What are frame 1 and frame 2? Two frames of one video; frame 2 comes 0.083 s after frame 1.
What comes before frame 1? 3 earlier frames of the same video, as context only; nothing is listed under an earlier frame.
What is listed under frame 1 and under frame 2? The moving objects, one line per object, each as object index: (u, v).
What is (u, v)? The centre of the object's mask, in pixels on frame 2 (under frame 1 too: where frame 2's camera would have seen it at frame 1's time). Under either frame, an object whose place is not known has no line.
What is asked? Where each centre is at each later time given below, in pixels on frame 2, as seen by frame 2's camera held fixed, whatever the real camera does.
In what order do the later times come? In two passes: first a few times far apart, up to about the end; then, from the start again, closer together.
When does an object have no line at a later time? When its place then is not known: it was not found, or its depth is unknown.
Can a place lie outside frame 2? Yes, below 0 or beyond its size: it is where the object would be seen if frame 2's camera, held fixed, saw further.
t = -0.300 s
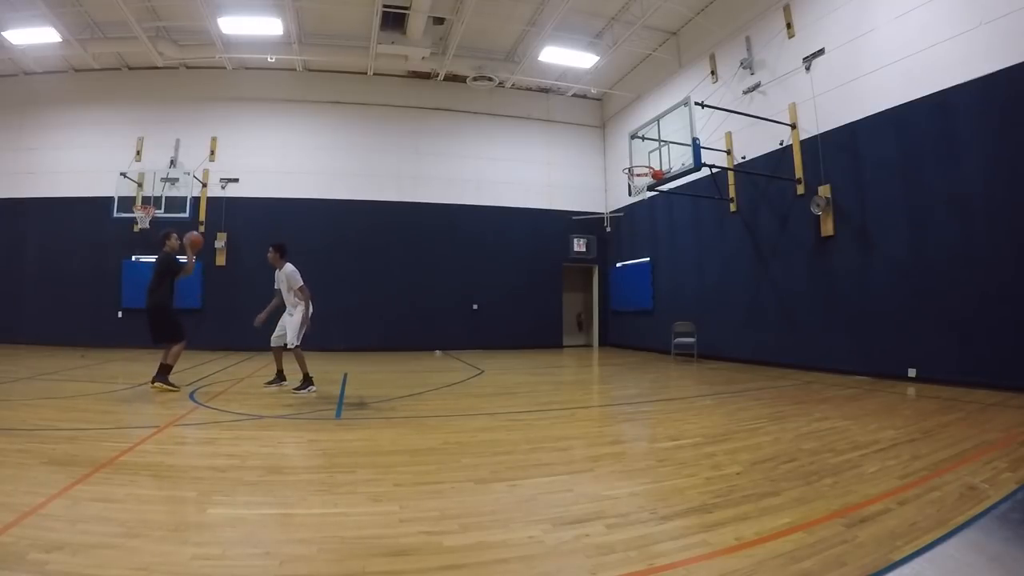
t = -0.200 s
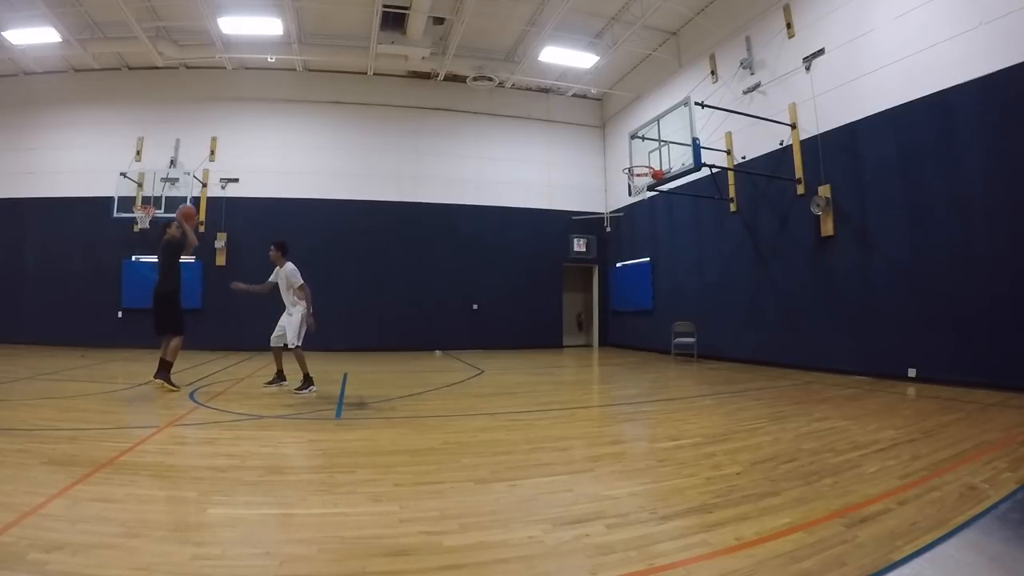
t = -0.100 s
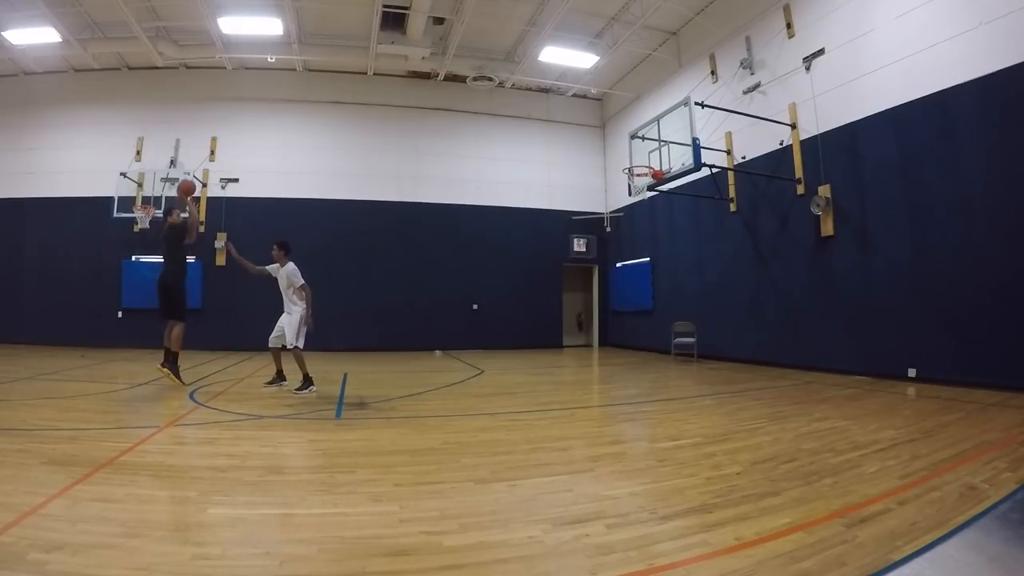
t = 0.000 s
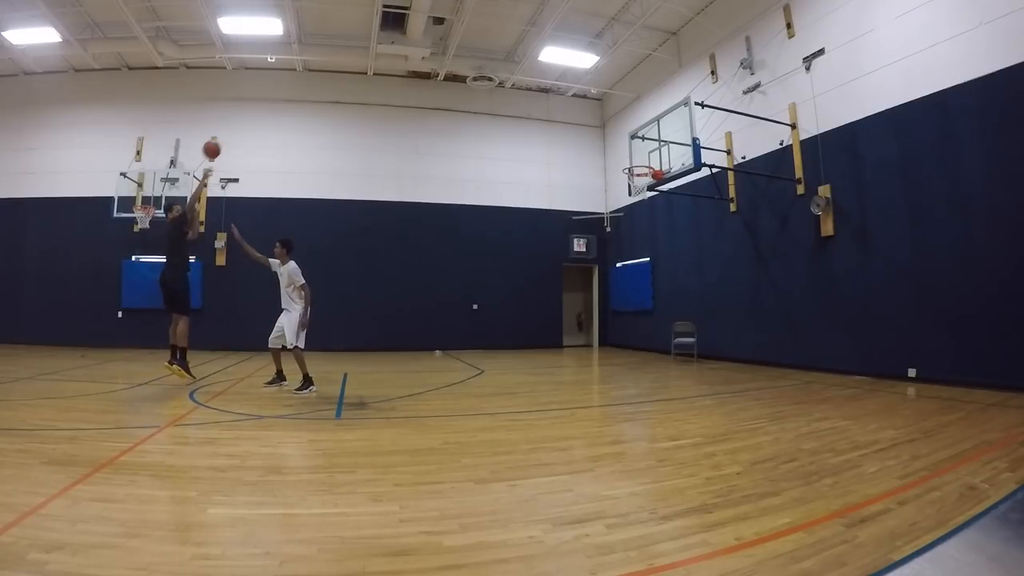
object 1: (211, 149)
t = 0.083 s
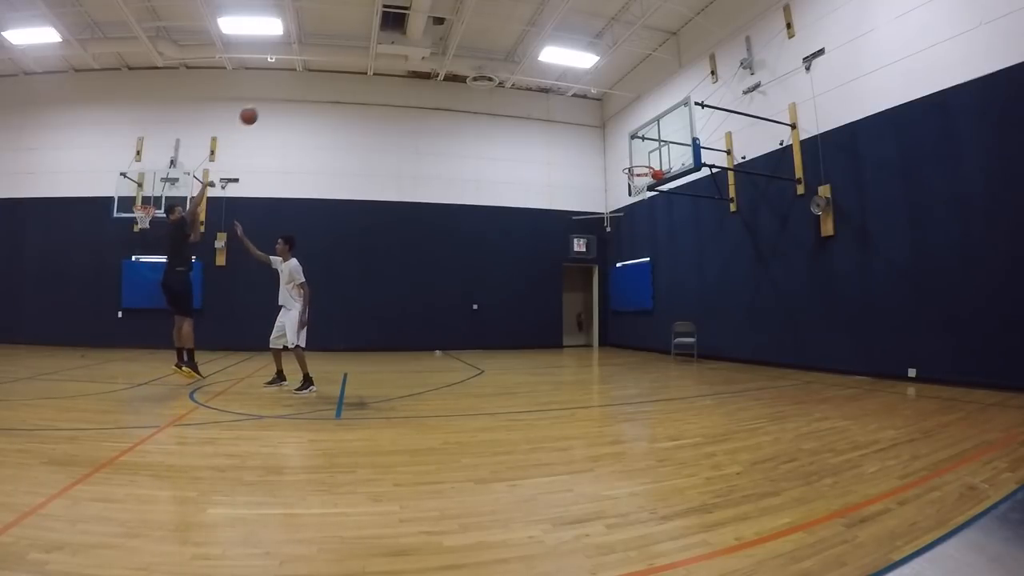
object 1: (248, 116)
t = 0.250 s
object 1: (320, 68)
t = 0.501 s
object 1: (417, 40)
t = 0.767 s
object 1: (509, 57)
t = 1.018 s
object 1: (588, 113)
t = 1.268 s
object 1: (647, 188)
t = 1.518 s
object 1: (658, 227)
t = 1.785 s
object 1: (671, 317)
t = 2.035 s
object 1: (674, 330)
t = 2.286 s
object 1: (671, 281)
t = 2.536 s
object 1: (667, 274)
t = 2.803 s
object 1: (663, 320)
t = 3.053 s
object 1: (659, 362)
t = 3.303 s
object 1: (655, 323)
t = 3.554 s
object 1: (651, 334)
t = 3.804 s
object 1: (647, 385)
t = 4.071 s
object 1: (641, 351)
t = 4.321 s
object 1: (635, 381)
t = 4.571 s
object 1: (629, 376)
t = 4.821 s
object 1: (624, 396)
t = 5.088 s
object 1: (617, 392)
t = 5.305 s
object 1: (611, 409)
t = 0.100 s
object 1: (256, 109)
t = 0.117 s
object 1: (263, 104)
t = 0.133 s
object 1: (270, 98)
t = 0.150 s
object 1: (277, 93)
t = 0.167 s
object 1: (284, 89)
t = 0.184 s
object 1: (291, 84)
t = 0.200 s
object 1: (299, 80)
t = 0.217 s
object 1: (306, 76)
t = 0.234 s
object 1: (313, 72)
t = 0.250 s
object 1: (320, 68)
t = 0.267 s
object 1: (326, 64)
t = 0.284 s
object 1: (333, 61)
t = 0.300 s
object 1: (340, 59)
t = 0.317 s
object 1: (347, 56)
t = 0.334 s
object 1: (353, 54)
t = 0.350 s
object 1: (360, 51)
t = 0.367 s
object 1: (367, 49)
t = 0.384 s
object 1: (373, 47)
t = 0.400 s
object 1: (379, 46)
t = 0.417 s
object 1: (386, 45)
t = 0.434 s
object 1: (392, 43)
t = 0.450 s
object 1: (399, 42)
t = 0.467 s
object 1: (405, 41)
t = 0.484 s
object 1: (411, 40)
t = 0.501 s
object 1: (417, 40)
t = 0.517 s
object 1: (423, 39)
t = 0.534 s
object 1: (429, 39)
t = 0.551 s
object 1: (435, 40)
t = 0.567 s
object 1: (441, 40)
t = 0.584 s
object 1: (446, 40)
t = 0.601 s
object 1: (453, 41)
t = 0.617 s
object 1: (459, 42)
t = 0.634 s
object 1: (464, 43)
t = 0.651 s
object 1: (470, 44)
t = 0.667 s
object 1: (476, 45)
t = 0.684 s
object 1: (482, 47)
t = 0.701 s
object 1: (487, 48)
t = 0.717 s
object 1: (493, 50)
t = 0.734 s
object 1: (498, 52)
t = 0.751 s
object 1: (504, 55)
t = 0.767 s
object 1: (509, 57)
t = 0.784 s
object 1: (515, 60)
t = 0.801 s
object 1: (520, 62)
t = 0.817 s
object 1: (526, 65)
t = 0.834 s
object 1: (531, 69)
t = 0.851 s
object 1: (537, 71)
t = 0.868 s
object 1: (542, 75)
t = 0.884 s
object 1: (547, 79)
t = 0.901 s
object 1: (552, 83)
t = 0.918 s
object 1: (558, 86)
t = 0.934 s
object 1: (562, 90)
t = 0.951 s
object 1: (567, 95)
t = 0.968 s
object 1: (572, 100)
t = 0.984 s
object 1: (578, 103)
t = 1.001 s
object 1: (583, 108)
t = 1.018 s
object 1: (588, 113)
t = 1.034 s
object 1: (592, 119)
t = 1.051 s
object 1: (597, 124)
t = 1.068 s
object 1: (602, 129)
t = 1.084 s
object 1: (608, 134)
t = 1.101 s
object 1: (612, 140)
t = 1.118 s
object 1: (617, 146)
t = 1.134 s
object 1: (622, 153)
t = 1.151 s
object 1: (627, 159)
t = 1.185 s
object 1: (636, 171)
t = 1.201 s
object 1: (640, 176)
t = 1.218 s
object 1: (642, 180)
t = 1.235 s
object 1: (645, 185)
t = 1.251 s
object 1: (647, 186)
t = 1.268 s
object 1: (647, 188)
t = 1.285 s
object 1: (648, 189)
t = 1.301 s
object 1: (648, 190)
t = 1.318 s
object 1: (649, 191)
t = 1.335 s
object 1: (649, 193)
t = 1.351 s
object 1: (651, 196)
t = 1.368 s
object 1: (652, 199)
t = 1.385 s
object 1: (652, 201)
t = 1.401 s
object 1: (653, 203)
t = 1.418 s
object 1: (653, 206)
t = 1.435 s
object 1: (654, 209)
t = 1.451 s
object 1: (655, 213)
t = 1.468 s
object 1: (656, 216)
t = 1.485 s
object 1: (656, 220)
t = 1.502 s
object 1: (657, 223)
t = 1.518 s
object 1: (658, 227)
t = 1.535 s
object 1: (659, 231)
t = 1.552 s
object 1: (660, 236)
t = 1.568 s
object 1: (660, 240)
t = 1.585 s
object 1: (661, 245)
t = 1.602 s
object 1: (662, 250)
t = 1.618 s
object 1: (663, 255)
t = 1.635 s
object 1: (664, 260)
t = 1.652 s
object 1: (665, 266)
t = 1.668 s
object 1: (665, 272)
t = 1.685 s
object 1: (666, 278)
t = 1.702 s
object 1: (667, 284)
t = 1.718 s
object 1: (668, 290)
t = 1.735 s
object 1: (669, 296)
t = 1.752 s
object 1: (670, 303)
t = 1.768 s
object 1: (671, 310)
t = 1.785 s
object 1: (671, 317)
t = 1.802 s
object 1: (672, 324)
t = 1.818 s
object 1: (672, 332)
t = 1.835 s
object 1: (673, 340)
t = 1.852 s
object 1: (674, 347)
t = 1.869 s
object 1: (675, 354)
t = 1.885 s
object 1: (676, 364)
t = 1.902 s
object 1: (677, 370)
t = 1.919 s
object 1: (677, 366)
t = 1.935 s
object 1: (676, 361)
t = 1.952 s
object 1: (676, 354)
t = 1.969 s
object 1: (676, 349)
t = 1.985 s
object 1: (676, 345)
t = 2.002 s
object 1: (675, 341)
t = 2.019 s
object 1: (675, 335)
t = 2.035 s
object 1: (674, 330)
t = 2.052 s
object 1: (674, 326)
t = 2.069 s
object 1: (674, 322)
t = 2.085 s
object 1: (674, 317)
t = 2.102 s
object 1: (674, 313)
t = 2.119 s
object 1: (674, 310)
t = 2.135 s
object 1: (673, 305)
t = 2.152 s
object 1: (673, 302)
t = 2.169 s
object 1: (673, 299)
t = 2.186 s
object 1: (673, 296)
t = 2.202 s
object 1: (672, 293)
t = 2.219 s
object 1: (672, 290)
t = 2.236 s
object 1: (672, 288)
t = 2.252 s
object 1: (671, 285)
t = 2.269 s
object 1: (671, 283)
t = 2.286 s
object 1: (671, 281)
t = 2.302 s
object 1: (671, 279)
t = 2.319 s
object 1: (670, 277)
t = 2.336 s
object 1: (670, 276)
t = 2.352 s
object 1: (670, 275)
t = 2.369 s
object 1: (669, 273)
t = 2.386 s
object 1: (669, 273)
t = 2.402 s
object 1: (669, 272)
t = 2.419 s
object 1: (669, 272)
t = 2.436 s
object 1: (668, 271)
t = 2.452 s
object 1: (668, 271)
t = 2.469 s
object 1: (668, 271)
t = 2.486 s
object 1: (668, 272)
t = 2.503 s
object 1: (667, 272)
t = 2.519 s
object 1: (667, 273)
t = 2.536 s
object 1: (667, 274)
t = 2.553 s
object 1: (667, 275)
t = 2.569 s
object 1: (667, 276)
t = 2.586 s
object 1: (666, 278)
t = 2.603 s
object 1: (666, 280)
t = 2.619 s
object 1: (666, 282)
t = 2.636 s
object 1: (665, 284)
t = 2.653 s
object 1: (665, 287)
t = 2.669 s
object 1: (665, 289)
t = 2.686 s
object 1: (665, 292)
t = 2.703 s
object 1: (664, 295)
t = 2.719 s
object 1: (664, 299)
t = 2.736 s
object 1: (664, 302)
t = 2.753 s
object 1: (664, 307)
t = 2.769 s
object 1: (664, 310)
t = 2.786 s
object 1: (663, 315)
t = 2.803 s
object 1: (663, 320)
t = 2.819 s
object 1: (663, 325)
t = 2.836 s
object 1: (662, 330)
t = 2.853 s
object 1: (662, 335)
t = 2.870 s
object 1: (662, 341)
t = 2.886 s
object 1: (662, 345)
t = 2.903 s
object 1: (661, 352)
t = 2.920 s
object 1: (661, 358)
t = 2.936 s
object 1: (661, 365)
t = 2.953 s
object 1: (661, 372)
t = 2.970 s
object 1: (660, 381)
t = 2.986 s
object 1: (660, 381)
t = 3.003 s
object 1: (660, 376)
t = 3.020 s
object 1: (659, 371)
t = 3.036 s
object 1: (659, 366)
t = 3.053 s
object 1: (659, 362)
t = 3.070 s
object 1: (658, 357)
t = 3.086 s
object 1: (659, 353)
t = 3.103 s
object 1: (658, 350)
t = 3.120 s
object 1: (657, 346)
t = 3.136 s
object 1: (658, 344)
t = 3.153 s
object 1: (657, 341)
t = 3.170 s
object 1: (657, 338)
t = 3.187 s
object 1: (657, 335)
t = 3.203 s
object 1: (657, 333)
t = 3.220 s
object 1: (656, 331)
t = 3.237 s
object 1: (657, 329)
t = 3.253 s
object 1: (656, 327)
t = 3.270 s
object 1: (656, 325)
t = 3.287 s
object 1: (656, 324)
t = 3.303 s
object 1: (655, 323)
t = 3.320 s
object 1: (655, 322)
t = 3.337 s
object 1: (655, 321)
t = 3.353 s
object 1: (654, 321)
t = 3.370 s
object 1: (654, 320)
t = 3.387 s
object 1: (654, 321)
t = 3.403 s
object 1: (654, 321)
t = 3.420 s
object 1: (653, 321)
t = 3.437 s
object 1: (653, 322)
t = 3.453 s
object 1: (653, 323)
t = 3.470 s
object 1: (652, 324)
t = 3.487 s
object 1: (652, 326)
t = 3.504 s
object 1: (652, 327)
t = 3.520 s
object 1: (652, 329)
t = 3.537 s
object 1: (652, 332)
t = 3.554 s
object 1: (651, 334)
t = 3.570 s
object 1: (651, 337)
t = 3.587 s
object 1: (651, 340)
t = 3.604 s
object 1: (650, 343)
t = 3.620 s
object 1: (650, 346)
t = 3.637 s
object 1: (650, 349)
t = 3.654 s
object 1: (650, 354)
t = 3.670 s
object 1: (650, 358)
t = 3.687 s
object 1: (649, 363)
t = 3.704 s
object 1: (649, 368)
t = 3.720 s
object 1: (649, 373)
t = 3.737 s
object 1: (648, 379)
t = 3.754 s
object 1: (648, 385)
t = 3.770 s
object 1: (648, 391)
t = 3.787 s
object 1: (647, 389)
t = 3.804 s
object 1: (647, 385)
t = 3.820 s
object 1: (646, 381)
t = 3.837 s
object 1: (646, 378)
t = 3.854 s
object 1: (646, 373)
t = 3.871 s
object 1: (645, 371)
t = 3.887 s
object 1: (645, 368)
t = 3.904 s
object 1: (645, 365)
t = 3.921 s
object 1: (645, 362)
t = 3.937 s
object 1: (644, 360)
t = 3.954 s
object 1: (644, 358)
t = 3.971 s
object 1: (643, 356)
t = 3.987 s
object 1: (643, 355)
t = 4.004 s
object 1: (643, 354)
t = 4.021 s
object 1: (642, 353)
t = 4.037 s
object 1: (642, 352)
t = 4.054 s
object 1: (641, 352)
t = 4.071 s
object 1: (641, 351)
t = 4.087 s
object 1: (641, 351)
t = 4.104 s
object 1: (640, 351)
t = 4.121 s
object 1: (640, 352)
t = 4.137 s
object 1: (640, 353)
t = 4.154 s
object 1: (639, 354)
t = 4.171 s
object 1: (639, 355)
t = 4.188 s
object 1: (638, 357)
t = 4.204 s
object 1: (638, 359)
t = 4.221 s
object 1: (637, 361)
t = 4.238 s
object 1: (637, 364)
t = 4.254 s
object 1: (636, 367)
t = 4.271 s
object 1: (636, 369)
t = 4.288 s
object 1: (636, 373)
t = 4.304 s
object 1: (635, 377)
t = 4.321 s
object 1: (635, 381)
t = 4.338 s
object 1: (634, 385)
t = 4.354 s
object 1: (634, 390)
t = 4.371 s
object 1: (633, 395)
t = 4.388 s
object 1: (633, 400)
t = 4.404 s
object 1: (632, 398)
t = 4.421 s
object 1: (632, 395)
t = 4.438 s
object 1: (632, 392)
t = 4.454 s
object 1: (632, 389)
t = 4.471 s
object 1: (631, 387)
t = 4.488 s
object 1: (631, 384)
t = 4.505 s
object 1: (631, 382)
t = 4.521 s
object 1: (631, 380)
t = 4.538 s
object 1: (630, 378)
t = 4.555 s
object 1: (630, 377)
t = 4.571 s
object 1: (629, 376)
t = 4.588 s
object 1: (629, 375)
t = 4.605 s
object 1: (629, 375)
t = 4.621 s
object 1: (628, 375)
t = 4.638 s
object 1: (628, 375)
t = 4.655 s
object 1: (628, 375)
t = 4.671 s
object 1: (627, 376)
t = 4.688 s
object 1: (627, 377)
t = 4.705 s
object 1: (626, 379)
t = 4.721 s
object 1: (626, 380)
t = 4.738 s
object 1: (626, 382)
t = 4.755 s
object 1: (625, 384)
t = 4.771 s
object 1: (625, 387)
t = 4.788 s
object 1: (624, 390)
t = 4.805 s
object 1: (624, 393)
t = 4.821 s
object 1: (624, 396)
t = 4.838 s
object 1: (623, 400)
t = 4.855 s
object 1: (623, 405)
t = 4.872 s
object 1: (622, 409)
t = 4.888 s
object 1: (622, 407)
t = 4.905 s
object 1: (622, 403)
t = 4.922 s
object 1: (621, 401)
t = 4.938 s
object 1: (621, 399)
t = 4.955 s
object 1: (620, 397)
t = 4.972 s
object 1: (620, 395)
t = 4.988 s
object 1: (619, 394)
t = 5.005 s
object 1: (619, 393)
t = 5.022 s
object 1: (618, 393)
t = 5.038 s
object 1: (618, 392)
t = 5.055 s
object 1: (618, 392)
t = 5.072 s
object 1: (617, 392)
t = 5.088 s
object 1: (617, 392)
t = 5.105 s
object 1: (616, 393)
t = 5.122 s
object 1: (616, 394)
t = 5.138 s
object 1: (615, 396)
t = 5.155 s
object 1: (615, 398)
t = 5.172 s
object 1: (614, 400)
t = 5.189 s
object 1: (614, 403)
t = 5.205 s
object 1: (613, 405)
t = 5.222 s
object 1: (613, 409)
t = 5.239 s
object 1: (612, 413)
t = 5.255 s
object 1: (612, 415)
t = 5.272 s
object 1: (611, 414)
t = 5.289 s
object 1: (611, 411)
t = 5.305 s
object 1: (611, 409)
